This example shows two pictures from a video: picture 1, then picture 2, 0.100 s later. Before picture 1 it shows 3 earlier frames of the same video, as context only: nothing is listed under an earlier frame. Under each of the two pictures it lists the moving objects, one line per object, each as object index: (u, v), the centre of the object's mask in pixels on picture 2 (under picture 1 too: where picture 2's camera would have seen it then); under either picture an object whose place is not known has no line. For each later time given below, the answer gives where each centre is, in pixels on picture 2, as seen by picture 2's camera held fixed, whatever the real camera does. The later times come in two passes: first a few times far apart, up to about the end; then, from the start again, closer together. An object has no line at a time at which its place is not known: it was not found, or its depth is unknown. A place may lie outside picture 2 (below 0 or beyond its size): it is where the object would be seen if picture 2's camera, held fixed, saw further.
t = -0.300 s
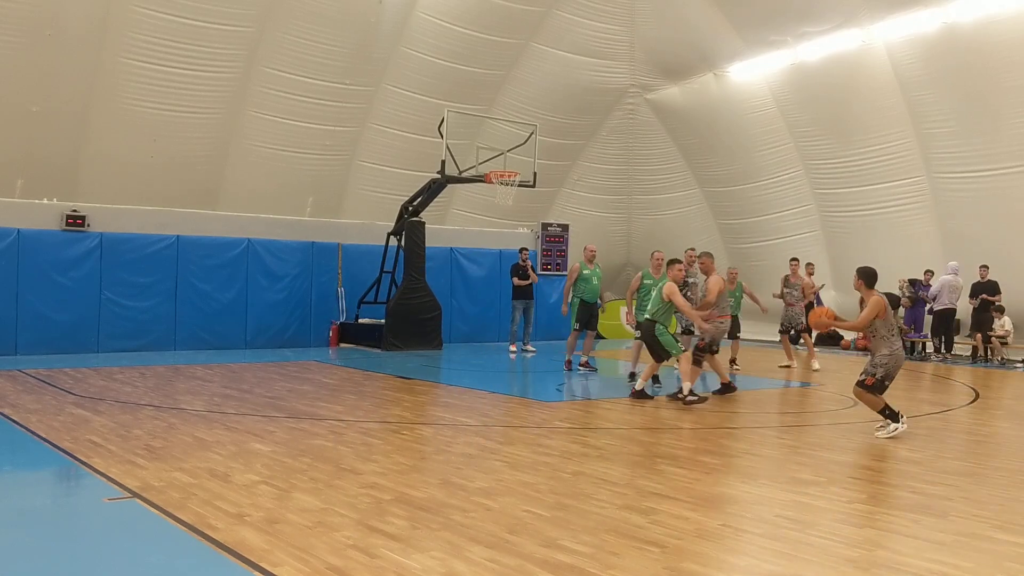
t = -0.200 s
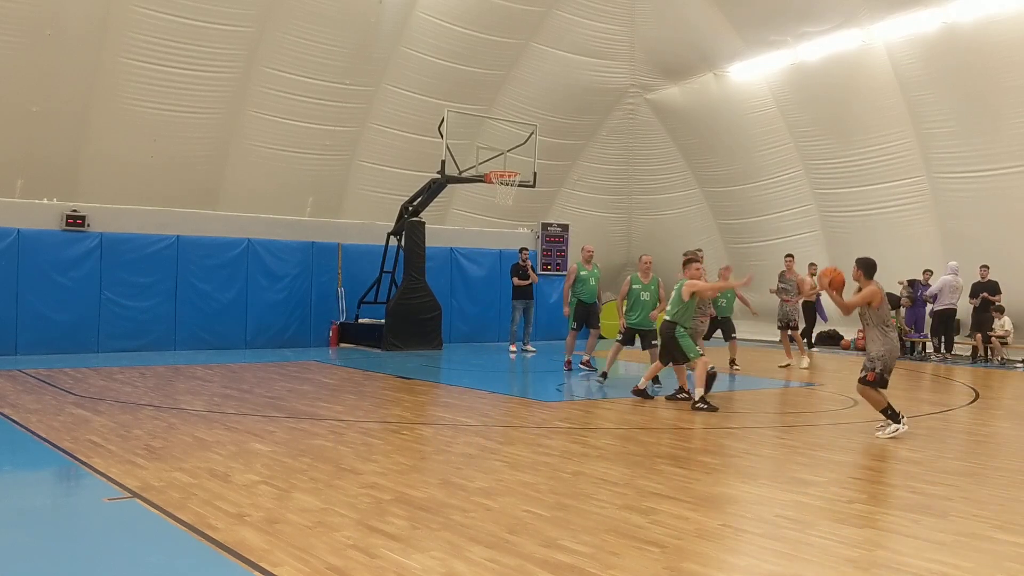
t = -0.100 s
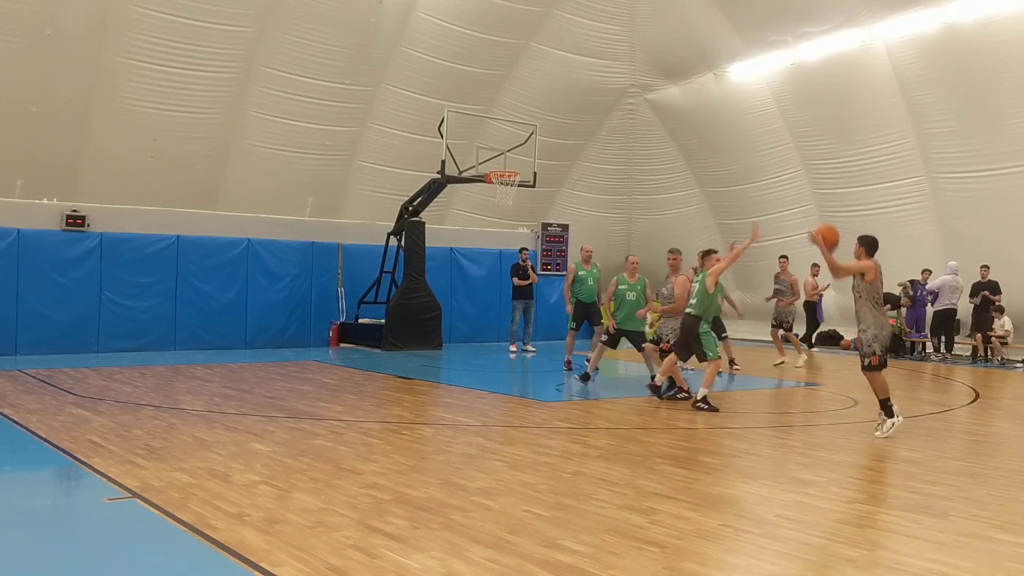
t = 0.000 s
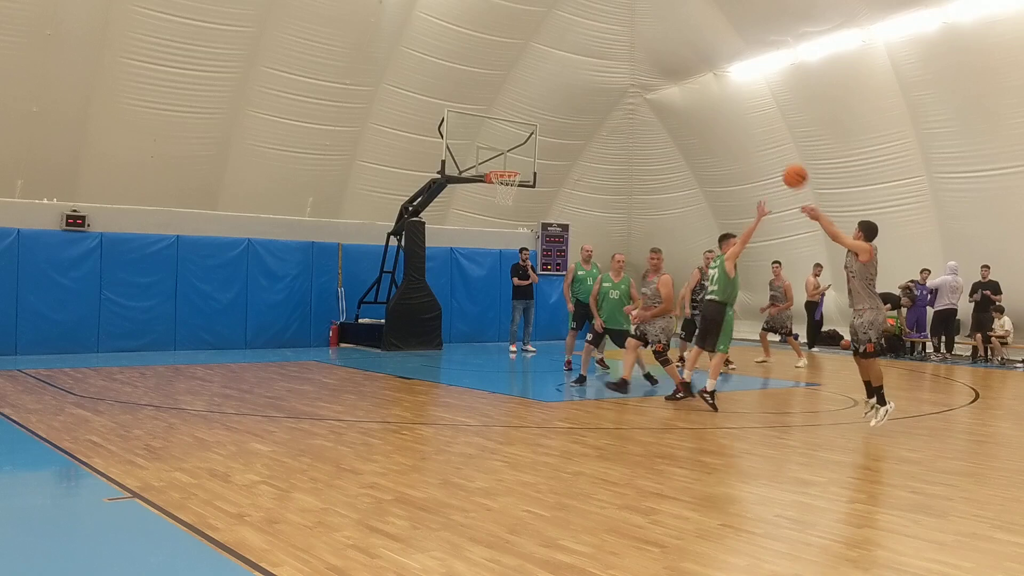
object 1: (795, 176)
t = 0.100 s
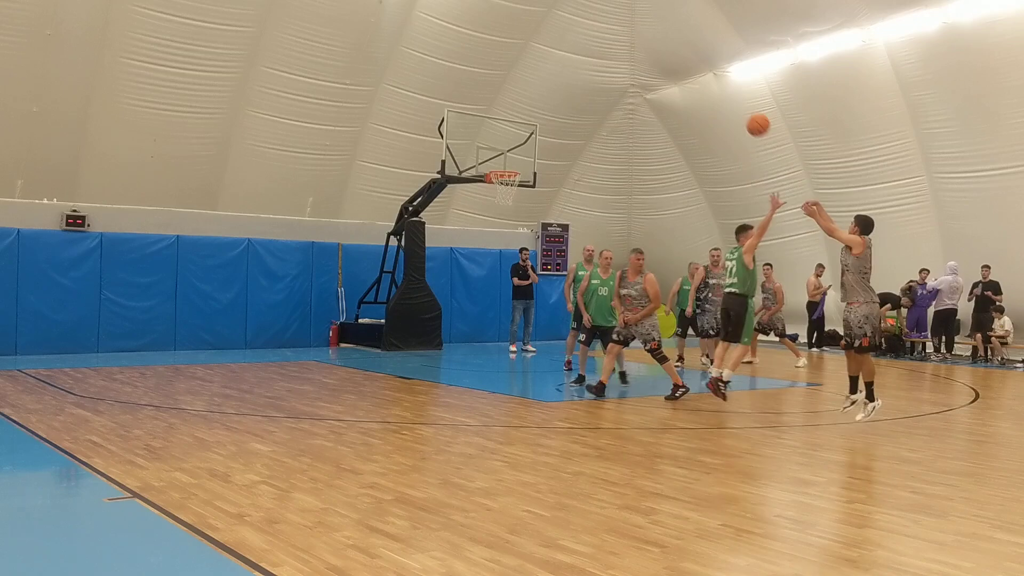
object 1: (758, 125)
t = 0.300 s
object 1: (693, 59)
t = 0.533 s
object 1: (631, 34)
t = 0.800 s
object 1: (571, 55)
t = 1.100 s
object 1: (516, 128)
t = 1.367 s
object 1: (506, 132)
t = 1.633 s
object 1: (523, 105)
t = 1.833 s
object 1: (536, 113)
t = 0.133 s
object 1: (746, 110)
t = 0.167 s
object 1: (735, 98)
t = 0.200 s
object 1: (724, 86)
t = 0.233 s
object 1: (713, 76)
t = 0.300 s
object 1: (693, 59)
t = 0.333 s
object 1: (683, 53)
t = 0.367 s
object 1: (674, 47)
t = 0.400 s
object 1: (665, 42)
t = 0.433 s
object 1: (656, 38)
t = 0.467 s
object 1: (647, 36)
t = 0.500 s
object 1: (639, 34)
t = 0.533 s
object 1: (631, 34)
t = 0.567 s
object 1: (623, 33)
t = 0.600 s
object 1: (614, 34)
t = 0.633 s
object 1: (607, 36)
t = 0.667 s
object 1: (599, 38)
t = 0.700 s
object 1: (592, 41)
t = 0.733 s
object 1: (585, 45)
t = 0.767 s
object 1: (578, 50)
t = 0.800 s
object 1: (571, 55)
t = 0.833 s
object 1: (564, 60)
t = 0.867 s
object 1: (558, 68)
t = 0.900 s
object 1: (551, 75)
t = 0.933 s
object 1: (545, 82)
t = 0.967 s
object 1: (539, 90)
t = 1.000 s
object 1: (533, 99)
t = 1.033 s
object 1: (527, 108)
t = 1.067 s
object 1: (522, 119)
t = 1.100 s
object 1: (516, 128)
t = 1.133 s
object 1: (511, 139)
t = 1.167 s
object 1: (506, 150)
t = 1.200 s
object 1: (501, 162)
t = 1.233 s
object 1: (499, 162)
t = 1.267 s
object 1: (499, 153)
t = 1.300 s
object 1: (501, 145)
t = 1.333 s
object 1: (504, 138)
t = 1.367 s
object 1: (506, 132)
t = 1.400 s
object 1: (508, 126)
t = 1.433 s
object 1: (510, 121)
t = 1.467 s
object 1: (513, 117)
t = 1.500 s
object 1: (515, 113)
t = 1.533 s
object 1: (517, 110)
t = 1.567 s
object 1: (519, 108)
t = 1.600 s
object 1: (521, 106)
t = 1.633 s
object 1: (523, 105)
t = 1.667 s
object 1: (525, 104)
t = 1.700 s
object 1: (527, 105)
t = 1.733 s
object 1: (529, 106)
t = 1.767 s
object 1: (532, 108)
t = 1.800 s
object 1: (534, 110)
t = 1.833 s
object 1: (536, 113)
